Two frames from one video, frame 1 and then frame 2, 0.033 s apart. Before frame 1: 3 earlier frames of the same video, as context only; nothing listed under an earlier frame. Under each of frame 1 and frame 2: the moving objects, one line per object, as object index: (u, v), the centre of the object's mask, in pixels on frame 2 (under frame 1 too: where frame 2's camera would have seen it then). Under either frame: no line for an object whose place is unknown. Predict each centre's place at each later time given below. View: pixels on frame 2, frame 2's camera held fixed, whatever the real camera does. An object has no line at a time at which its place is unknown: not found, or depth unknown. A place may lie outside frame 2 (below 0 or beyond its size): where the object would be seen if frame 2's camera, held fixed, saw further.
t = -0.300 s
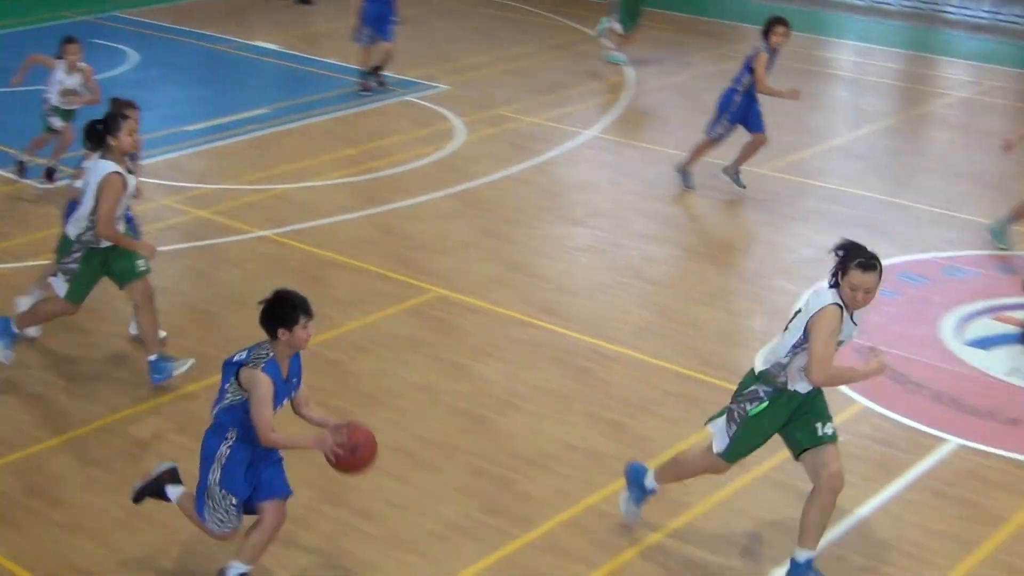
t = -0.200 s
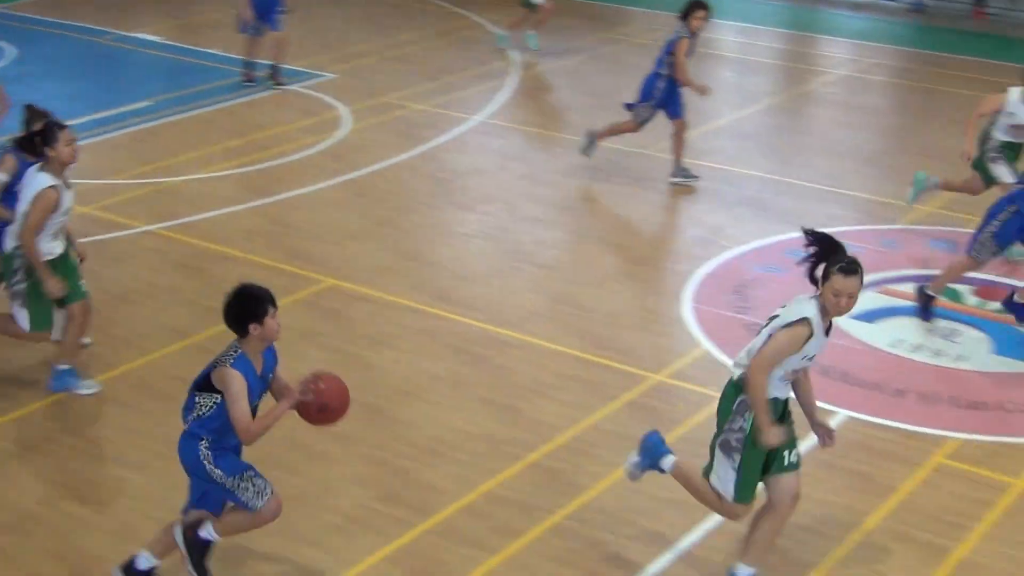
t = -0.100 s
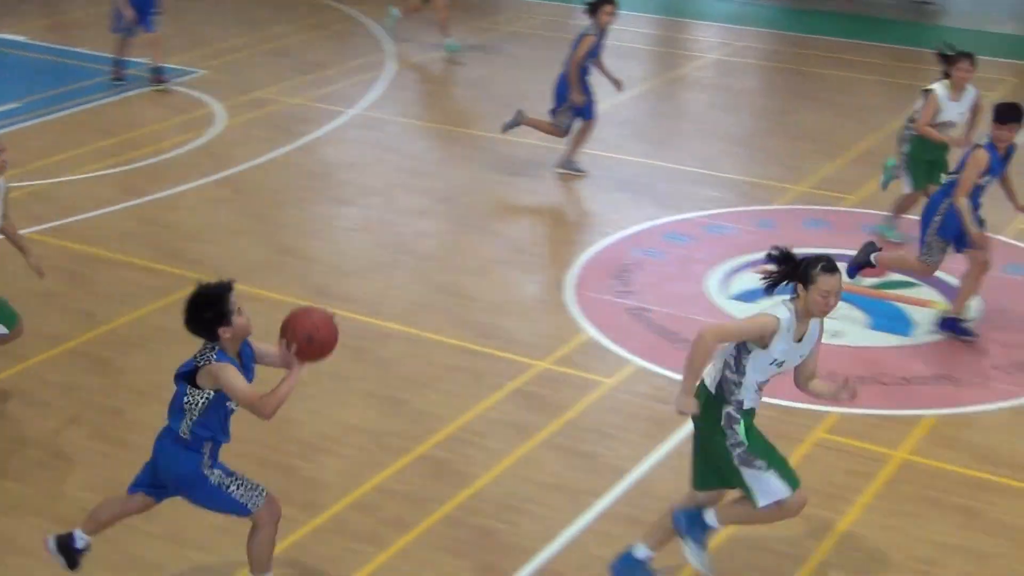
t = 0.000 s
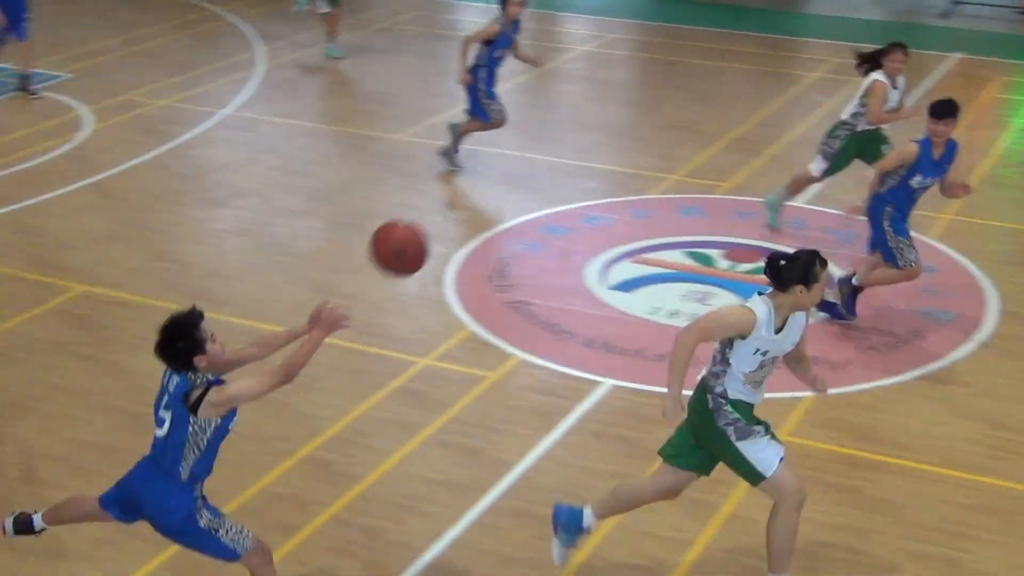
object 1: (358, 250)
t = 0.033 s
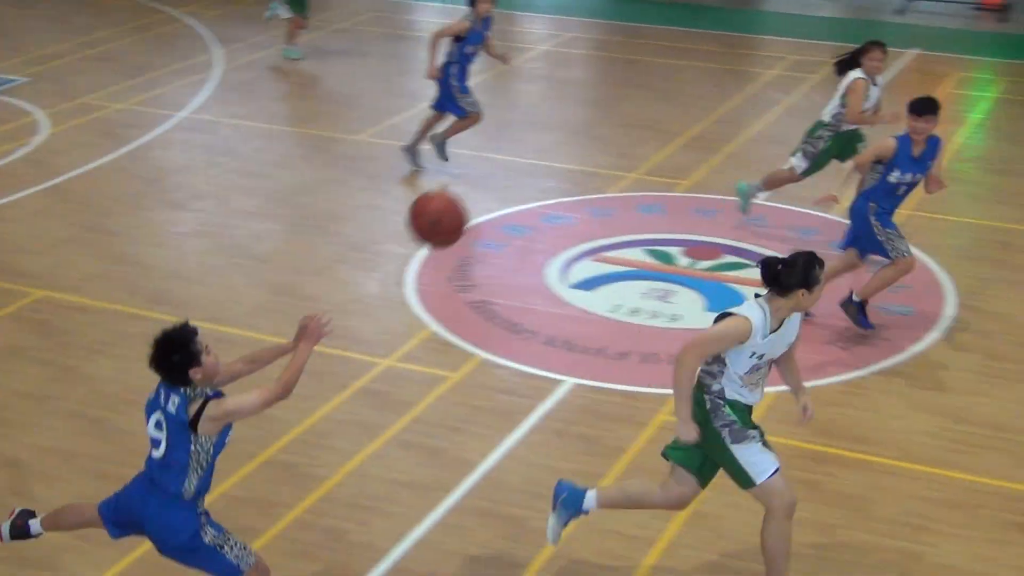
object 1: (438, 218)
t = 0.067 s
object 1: (515, 192)
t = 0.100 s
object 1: (592, 167)
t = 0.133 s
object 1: (670, 145)
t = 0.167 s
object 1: (747, 125)
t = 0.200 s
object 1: (825, 108)
